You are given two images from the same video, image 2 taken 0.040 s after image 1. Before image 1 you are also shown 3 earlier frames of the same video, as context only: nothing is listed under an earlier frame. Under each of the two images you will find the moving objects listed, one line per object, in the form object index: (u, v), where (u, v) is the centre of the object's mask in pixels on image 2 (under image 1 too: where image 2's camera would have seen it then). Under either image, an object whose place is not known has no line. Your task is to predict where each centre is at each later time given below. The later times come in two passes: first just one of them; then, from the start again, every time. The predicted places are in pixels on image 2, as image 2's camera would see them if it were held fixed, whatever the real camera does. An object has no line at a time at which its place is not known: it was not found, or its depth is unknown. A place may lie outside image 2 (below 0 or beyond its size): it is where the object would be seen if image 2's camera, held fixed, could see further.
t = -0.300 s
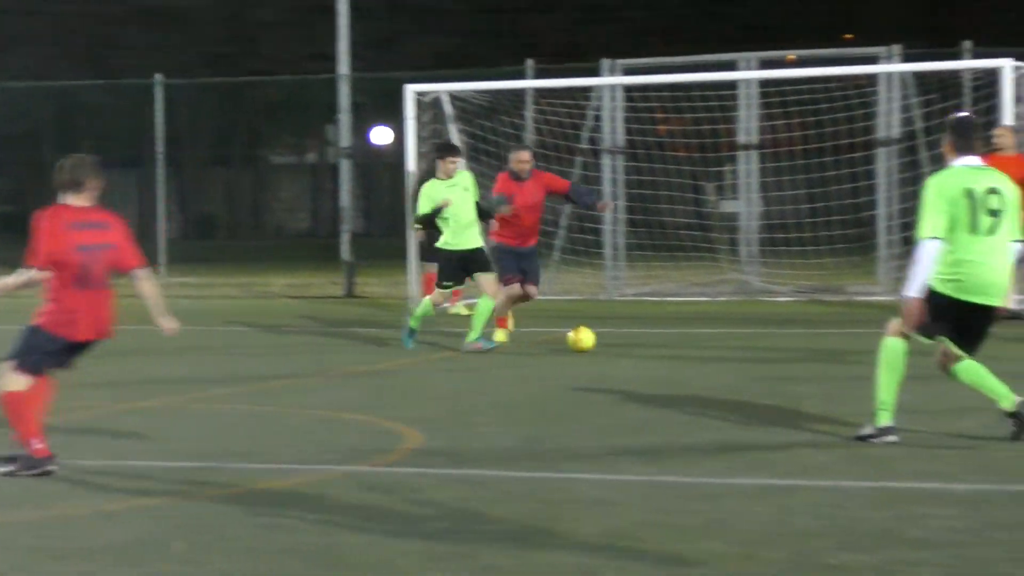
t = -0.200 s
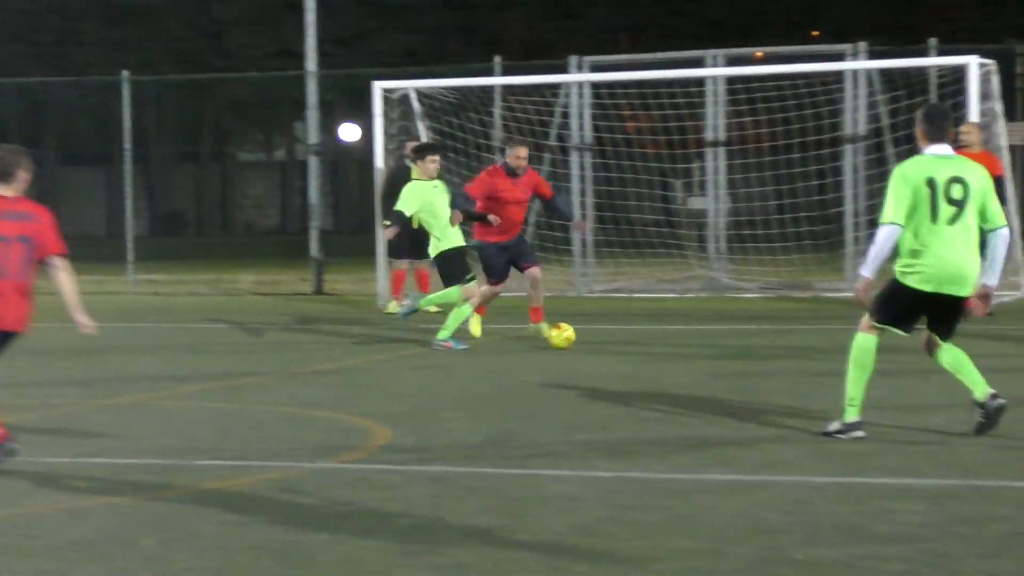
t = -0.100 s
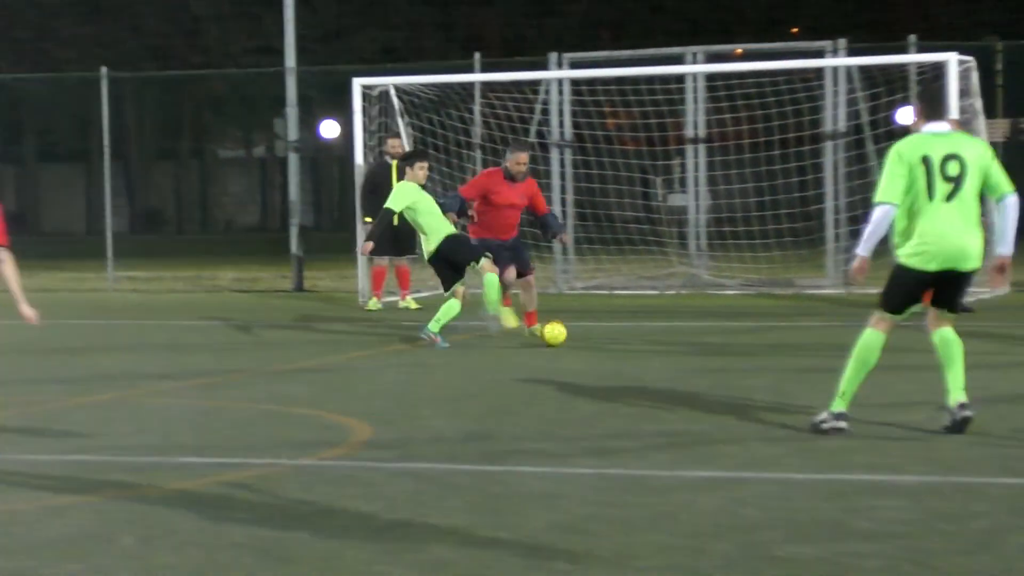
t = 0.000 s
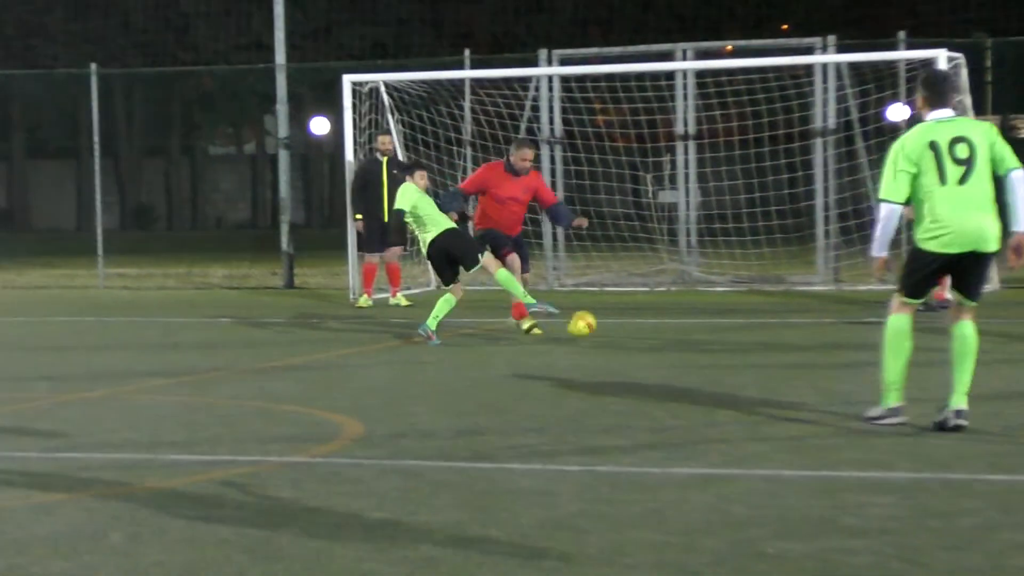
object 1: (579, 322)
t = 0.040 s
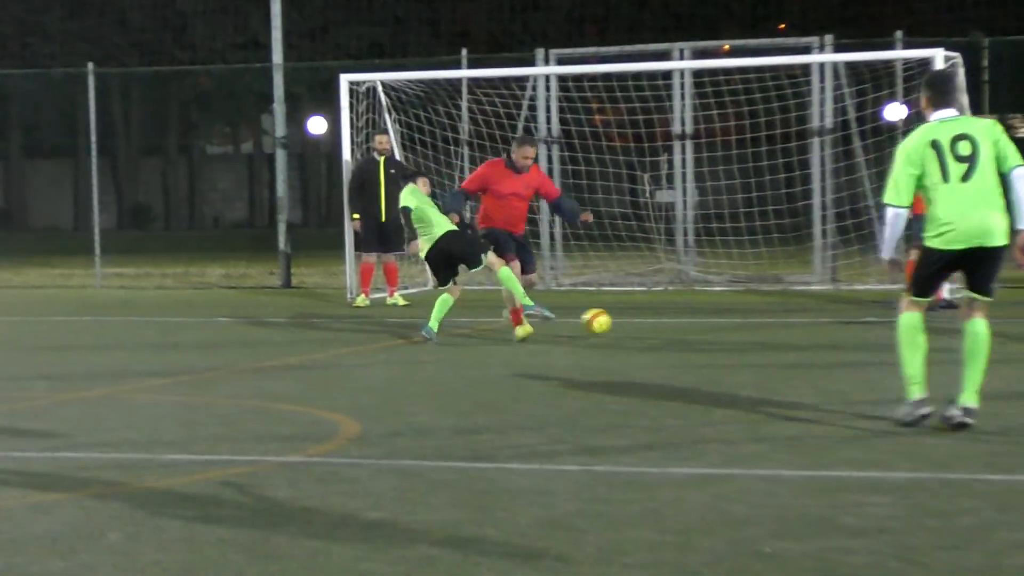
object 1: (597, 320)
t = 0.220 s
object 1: (674, 318)
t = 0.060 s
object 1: (607, 319)
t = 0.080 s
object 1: (617, 320)
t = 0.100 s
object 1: (627, 321)
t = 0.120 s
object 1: (636, 323)
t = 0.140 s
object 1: (645, 322)
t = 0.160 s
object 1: (652, 320)
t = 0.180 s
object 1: (658, 319)
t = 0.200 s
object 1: (664, 318)
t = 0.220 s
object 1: (674, 318)
